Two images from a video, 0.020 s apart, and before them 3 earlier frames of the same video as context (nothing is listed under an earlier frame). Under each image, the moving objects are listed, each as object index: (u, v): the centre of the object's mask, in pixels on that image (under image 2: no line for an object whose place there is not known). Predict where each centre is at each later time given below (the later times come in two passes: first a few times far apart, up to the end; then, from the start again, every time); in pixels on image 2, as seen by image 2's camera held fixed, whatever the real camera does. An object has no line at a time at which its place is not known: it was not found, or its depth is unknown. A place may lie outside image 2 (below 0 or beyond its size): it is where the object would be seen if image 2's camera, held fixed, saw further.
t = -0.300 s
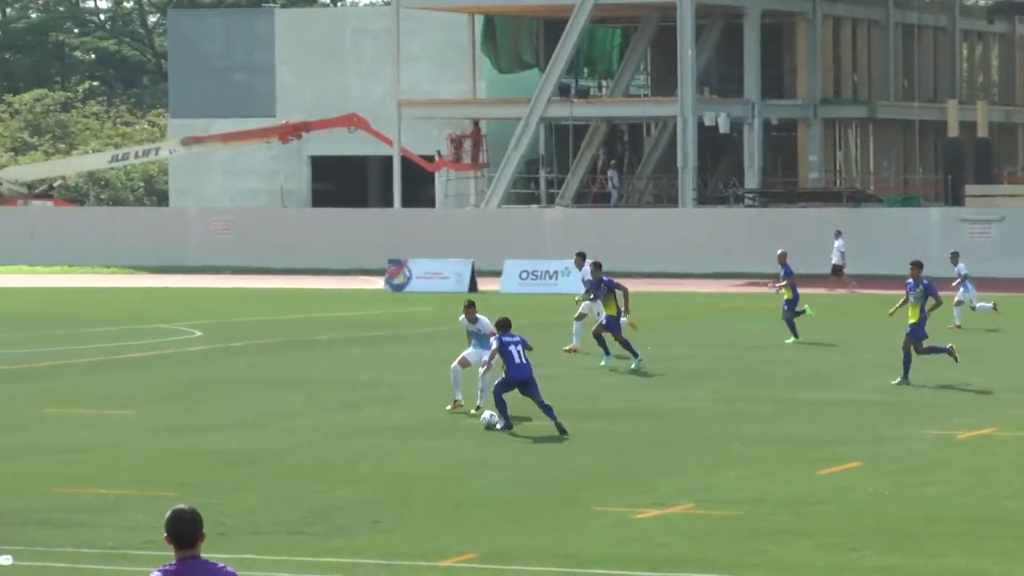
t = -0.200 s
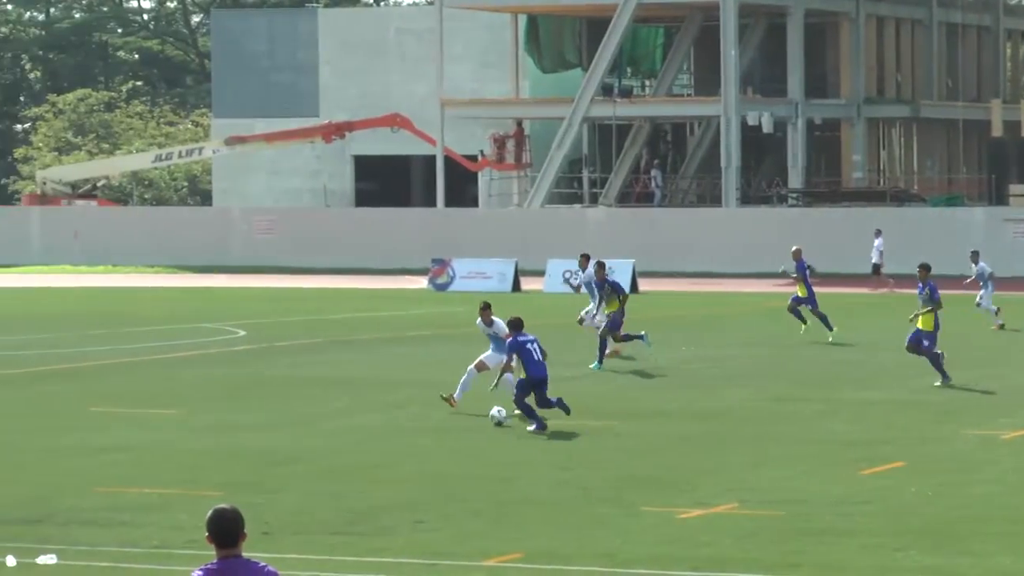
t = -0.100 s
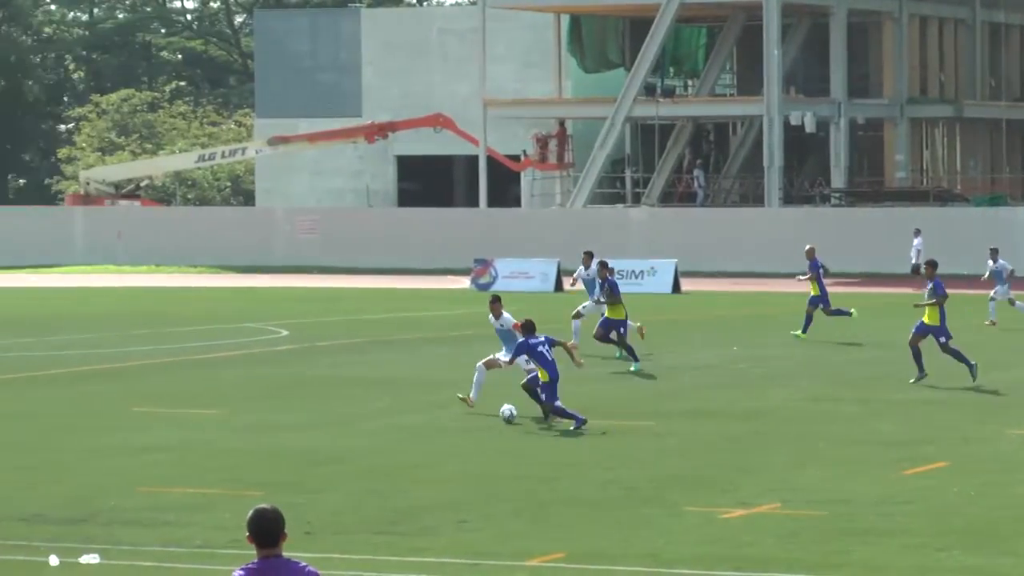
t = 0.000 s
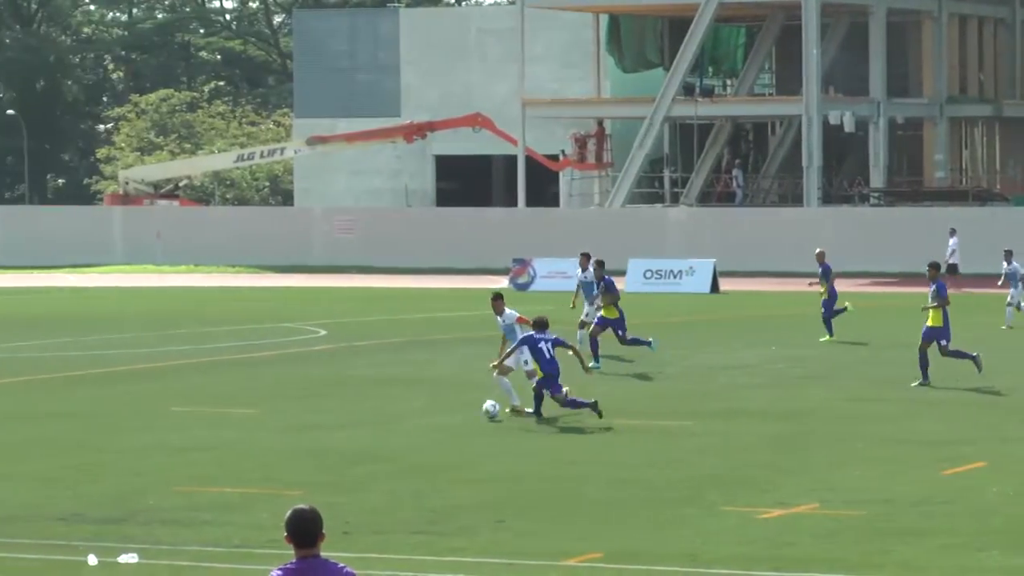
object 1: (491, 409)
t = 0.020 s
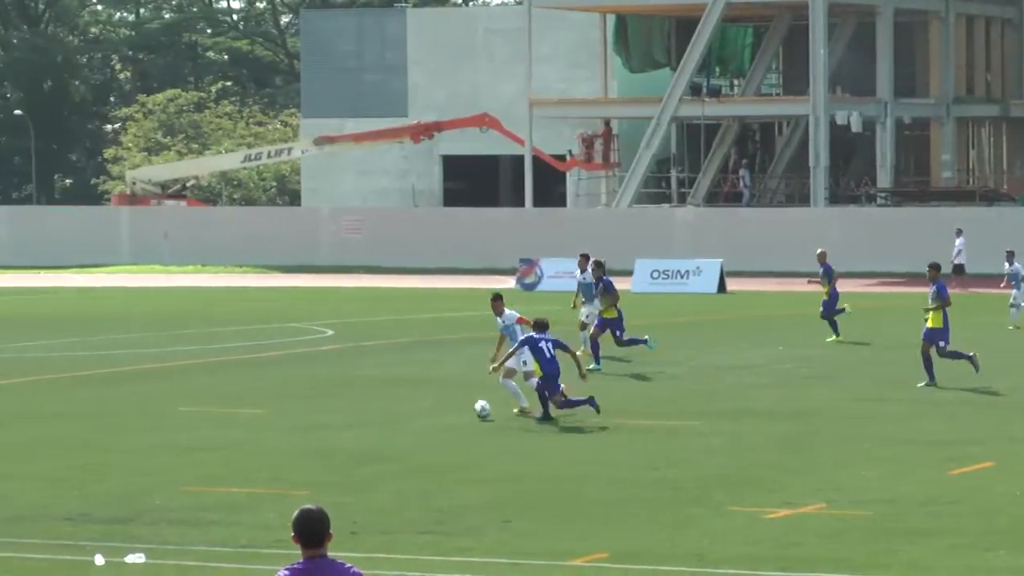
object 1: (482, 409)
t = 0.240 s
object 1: (326, 400)
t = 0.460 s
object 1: (189, 399)
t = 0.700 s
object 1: (67, 395)
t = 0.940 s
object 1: (-32, 397)
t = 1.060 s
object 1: (-75, 393)
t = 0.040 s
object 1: (468, 409)
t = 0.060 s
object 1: (452, 409)
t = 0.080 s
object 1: (437, 409)
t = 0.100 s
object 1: (423, 409)
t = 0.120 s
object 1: (409, 407)
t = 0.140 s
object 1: (395, 405)
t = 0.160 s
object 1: (381, 403)
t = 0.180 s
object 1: (367, 402)
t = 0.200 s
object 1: (354, 401)
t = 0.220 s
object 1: (340, 401)
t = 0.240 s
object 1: (326, 400)
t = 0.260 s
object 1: (313, 400)
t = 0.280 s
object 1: (300, 401)
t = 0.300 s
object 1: (287, 401)
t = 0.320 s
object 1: (274, 402)
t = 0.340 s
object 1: (260, 404)
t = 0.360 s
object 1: (247, 405)
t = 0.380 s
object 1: (235, 403)
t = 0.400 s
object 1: (224, 401)
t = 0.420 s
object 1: (212, 400)
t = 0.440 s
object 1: (200, 399)
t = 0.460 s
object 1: (189, 399)
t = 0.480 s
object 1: (177, 398)
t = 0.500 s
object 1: (166, 399)
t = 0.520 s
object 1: (154, 399)
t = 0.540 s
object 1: (143, 399)
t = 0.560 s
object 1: (131, 401)
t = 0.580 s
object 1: (122, 400)
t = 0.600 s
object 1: (113, 398)
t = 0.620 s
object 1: (103, 397)
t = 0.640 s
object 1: (94, 396)
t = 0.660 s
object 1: (85, 395)
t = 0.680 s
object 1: (76, 395)
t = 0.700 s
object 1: (67, 395)
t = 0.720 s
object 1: (58, 395)
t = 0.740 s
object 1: (48, 396)
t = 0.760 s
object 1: (39, 397)
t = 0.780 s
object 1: (31, 398)
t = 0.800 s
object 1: (23, 397)
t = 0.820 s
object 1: (16, 395)
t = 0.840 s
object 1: (8, 394)
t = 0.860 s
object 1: (0, 394)
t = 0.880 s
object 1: (-8, 394)
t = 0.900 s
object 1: (-16, 395)
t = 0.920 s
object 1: (-24, 395)
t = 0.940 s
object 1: (-32, 397)
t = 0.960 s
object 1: (-39, 396)
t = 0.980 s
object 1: (-47, 395)
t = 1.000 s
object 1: (-53, 394)
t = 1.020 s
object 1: (-61, 393)
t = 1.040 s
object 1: (-68, 393)
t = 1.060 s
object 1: (-75, 393)
